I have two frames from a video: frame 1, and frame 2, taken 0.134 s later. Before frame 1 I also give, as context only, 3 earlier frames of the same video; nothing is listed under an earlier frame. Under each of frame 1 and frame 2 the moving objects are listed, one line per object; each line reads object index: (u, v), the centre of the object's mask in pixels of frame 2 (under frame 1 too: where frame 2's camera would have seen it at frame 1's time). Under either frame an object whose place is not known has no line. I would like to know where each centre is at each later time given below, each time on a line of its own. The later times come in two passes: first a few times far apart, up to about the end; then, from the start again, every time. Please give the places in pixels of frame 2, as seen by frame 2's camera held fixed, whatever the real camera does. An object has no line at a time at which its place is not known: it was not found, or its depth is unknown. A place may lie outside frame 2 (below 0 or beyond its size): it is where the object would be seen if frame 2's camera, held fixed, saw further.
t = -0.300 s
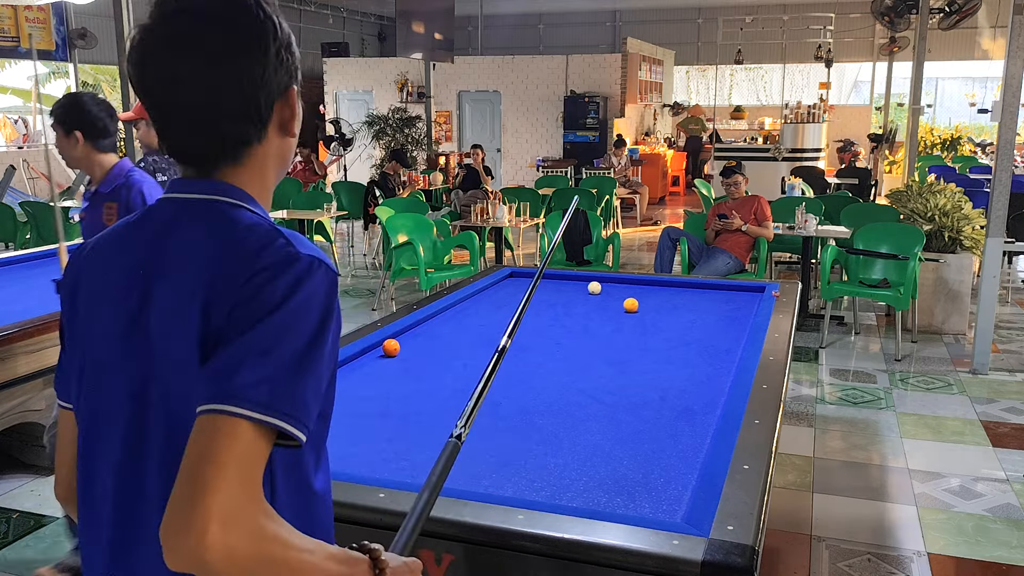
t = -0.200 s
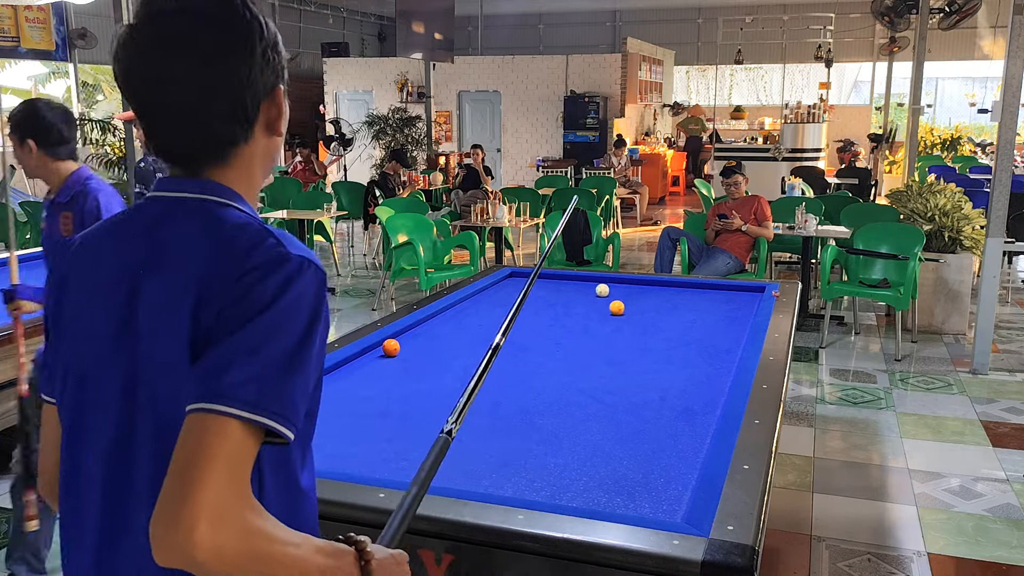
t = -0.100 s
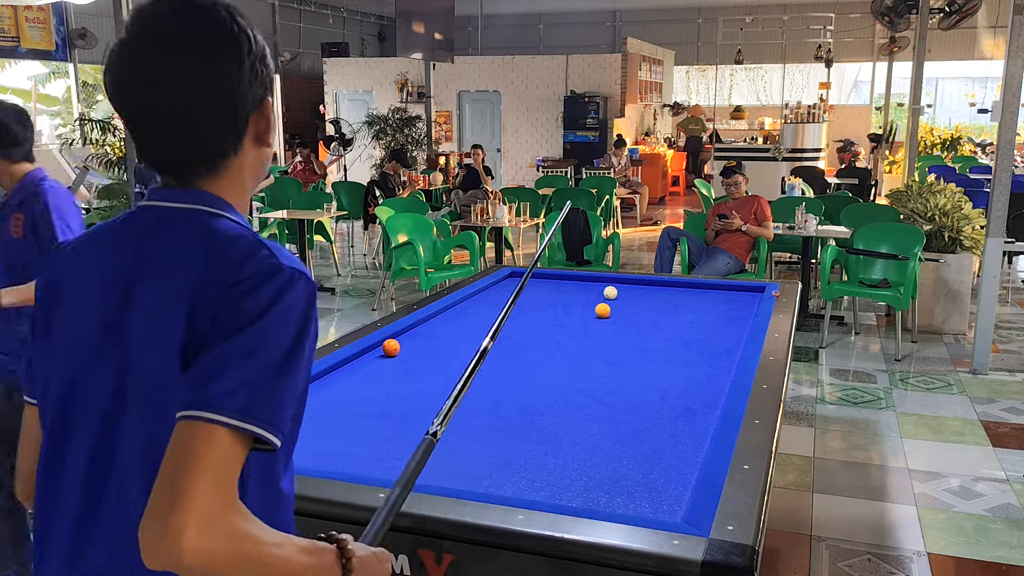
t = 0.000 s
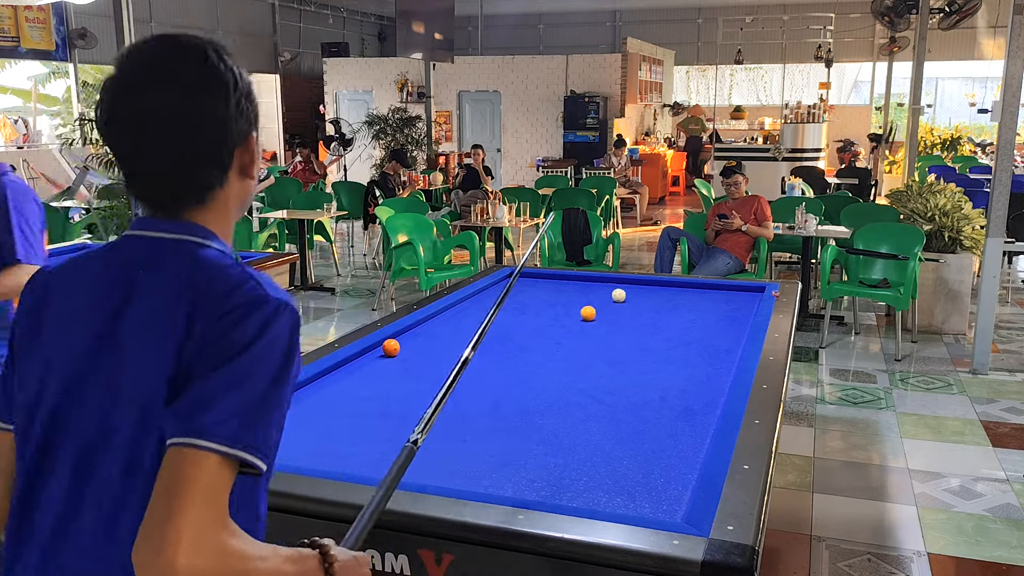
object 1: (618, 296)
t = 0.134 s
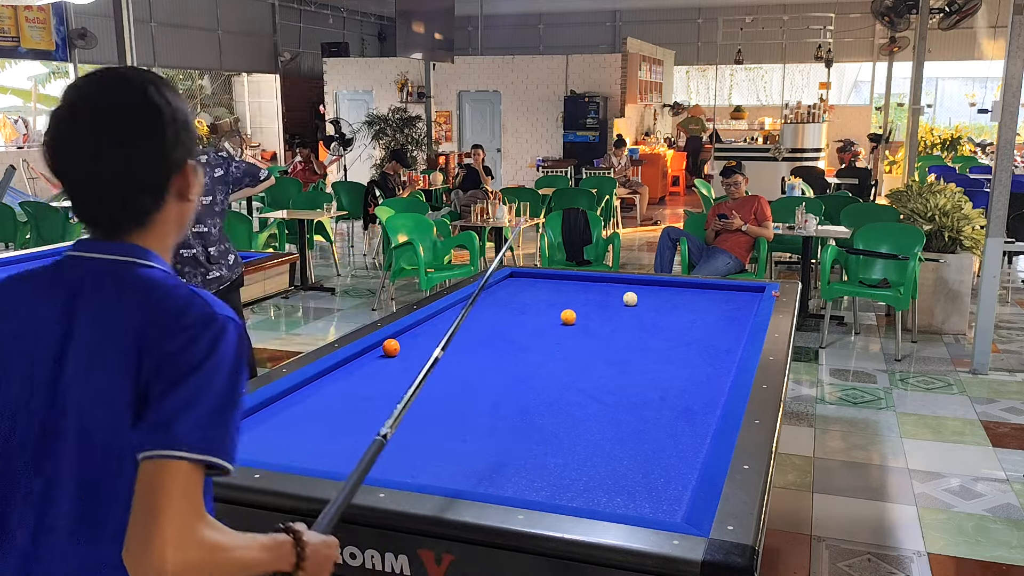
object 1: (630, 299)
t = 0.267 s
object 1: (641, 303)
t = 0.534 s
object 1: (666, 310)
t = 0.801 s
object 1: (691, 318)
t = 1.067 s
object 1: (719, 326)
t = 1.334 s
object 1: (739, 334)
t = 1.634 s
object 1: (716, 340)
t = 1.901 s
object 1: (695, 344)
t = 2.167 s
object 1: (674, 349)
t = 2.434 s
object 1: (653, 354)
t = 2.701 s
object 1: (633, 359)
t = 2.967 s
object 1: (612, 364)
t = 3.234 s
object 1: (590, 369)
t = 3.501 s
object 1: (569, 374)
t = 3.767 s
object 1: (548, 379)
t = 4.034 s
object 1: (527, 384)
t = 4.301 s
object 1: (506, 388)
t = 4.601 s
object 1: (482, 394)
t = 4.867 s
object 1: (461, 398)
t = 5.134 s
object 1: (440, 403)
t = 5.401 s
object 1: (420, 407)
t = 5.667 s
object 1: (400, 412)
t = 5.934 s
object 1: (380, 416)
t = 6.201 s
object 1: (361, 420)
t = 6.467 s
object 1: (343, 424)
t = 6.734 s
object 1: (325, 428)
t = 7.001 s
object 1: (307, 432)
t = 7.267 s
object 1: (291, 436)
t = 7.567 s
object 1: (274, 440)
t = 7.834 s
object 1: (259, 443)
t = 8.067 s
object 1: (246, 446)
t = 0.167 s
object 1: (633, 300)
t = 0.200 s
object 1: (636, 301)
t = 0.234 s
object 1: (639, 302)
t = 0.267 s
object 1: (641, 303)
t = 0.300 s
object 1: (644, 304)
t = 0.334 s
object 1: (647, 305)
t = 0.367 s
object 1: (650, 305)
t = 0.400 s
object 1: (654, 306)
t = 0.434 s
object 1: (656, 307)
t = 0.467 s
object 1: (660, 308)
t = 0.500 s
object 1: (663, 309)
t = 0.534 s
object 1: (666, 310)
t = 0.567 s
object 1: (669, 311)
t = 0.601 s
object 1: (672, 312)
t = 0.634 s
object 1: (675, 313)
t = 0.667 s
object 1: (679, 314)
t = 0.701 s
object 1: (682, 315)
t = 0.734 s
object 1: (685, 316)
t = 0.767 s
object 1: (688, 317)
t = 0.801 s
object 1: (691, 318)
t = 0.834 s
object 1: (695, 319)
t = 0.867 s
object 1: (698, 320)
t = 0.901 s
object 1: (702, 321)
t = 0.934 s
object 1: (705, 322)
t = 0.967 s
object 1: (708, 323)
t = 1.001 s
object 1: (712, 324)
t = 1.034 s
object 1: (715, 325)
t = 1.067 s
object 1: (719, 326)
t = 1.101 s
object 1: (722, 327)
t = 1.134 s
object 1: (726, 328)
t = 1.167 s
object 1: (729, 330)
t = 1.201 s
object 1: (733, 330)
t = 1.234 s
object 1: (736, 332)
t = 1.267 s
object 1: (740, 333)
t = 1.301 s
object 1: (742, 334)
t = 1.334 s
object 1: (739, 334)
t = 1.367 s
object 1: (736, 335)
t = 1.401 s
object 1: (734, 336)
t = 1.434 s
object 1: (731, 336)
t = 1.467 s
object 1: (729, 337)
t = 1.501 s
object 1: (726, 337)
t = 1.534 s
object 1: (724, 338)
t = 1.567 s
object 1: (721, 339)
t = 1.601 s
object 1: (719, 339)
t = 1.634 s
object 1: (716, 340)
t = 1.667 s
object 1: (713, 340)
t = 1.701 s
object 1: (711, 341)
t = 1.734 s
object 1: (708, 341)
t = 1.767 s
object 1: (706, 342)
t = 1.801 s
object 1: (703, 343)
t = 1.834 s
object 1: (700, 343)
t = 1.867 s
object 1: (698, 344)
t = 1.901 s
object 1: (695, 344)
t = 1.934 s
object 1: (693, 345)
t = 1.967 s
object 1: (690, 346)
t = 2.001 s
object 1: (687, 346)
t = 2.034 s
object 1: (685, 347)
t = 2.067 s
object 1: (682, 347)
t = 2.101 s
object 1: (680, 348)
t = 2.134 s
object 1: (677, 349)
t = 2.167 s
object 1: (674, 349)
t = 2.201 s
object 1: (672, 350)
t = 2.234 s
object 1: (669, 351)
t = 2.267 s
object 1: (667, 351)
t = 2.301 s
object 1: (664, 352)
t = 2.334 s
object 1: (661, 352)
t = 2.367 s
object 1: (659, 353)
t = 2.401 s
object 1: (656, 353)
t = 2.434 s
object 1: (653, 354)
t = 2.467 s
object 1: (651, 355)
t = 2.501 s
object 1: (648, 355)
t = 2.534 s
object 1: (646, 356)
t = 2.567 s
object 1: (643, 357)
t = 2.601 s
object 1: (640, 357)
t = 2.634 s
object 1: (638, 358)
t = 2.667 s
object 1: (635, 358)
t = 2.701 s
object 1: (633, 359)
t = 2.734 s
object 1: (630, 360)
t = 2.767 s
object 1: (627, 360)
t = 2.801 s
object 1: (625, 361)
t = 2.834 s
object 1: (622, 361)
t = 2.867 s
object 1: (619, 362)
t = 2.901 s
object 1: (617, 363)
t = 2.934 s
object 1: (614, 363)
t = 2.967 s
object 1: (612, 364)
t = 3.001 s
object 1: (609, 364)
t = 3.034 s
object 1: (606, 365)
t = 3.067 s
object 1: (604, 366)
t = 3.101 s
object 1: (601, 366)
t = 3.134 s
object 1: (598, 367)
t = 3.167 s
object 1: (596, 368)
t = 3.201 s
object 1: (593, 368)
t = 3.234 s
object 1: (590, 369)
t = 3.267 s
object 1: (588, 369)
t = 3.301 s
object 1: (585, 370)
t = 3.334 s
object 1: (582, 371)
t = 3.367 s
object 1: (580, 372)
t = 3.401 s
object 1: (577, 372)
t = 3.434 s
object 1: (575, 373)
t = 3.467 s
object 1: (572, 373)
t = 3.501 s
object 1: (569, 374)
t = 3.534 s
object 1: (567, 374)
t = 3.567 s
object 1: (564, 375)
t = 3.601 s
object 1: (561, 376)
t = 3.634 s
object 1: (559, 376)
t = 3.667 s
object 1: (556, 377)
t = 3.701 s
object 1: (553, 377)
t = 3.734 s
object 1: (551, 378)
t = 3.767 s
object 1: (548, 379)
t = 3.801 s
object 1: (545, 379)
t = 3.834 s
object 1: (543, 380)
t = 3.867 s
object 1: (540, 381)
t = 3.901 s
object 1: (537, 381)
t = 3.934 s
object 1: (535, 382)
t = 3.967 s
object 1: (532, 382)
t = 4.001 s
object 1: (530, 382)
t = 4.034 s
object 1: (527, 384)
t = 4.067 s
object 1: (524, 384)
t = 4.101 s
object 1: (522, 385)
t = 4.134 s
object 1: (519, 385)
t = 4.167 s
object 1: (516, 386)
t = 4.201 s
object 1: (514, 386)
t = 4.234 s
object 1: (511, 387)
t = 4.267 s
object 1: (508, 388)
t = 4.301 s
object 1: (506, 388)
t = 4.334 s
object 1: (503, 389)
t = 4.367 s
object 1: (500, 390)
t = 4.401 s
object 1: (498, 390)
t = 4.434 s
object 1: (495, 391)
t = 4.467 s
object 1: (492, 392)
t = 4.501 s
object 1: (490, 392)
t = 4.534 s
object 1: (487, 393)
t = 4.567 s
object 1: (484, 393)
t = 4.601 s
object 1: (482, 394)
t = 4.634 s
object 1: (479, 394)
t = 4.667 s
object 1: (476, 395)
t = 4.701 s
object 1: (474, 396)
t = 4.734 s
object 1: (471, 396)
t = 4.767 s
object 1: (469, 397)
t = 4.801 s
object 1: (466, 397)
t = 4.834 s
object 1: (464, 398)
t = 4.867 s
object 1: (461, 398)
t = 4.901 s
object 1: (458, 399)
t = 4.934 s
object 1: (456, 400)
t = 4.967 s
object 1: (454, 400)
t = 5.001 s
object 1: (451, 401)
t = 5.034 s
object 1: (448, 401)
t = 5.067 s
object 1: (446, 402)
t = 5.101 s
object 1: (443, 402)
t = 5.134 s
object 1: (440, 403)
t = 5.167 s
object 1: (438, 403)
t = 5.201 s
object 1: (435, 404)
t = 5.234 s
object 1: (433, 405)
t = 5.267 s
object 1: (430, 405)
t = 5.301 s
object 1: (428, 406)
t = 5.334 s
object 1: (425, 406)
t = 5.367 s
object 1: (423, 406)
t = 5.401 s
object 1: (420, 407)
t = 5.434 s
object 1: (418, 408)
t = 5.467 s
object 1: (415, 408)
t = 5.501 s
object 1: (413, 409)
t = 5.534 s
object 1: (410, 409)
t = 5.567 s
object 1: (408, 410)
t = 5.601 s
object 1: (405, 410)
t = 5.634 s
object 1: (403, 411)
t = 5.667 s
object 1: (400, 412)
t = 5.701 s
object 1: (397, 412)
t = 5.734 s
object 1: (395, 413)
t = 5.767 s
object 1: (393, 413)
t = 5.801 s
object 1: (390, 413)
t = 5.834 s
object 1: (388, 414)
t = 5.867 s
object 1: (385, 415)
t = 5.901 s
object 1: (383, 415)
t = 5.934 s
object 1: (380, 416)
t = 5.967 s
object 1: (378, 416)
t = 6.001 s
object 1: (376, 417)
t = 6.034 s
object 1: (373, 417)
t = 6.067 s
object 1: (371, 418)
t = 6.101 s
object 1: (369, 418)
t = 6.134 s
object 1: (366, 419)
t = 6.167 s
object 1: (364, 419)
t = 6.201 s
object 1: (361, 420)
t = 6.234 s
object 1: (359, 421)
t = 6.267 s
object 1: (357, 421)
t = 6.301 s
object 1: (354, 421)
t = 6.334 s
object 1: (352, 422)
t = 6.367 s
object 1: (350, 422)
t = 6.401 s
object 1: (348, 423)
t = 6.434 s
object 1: (345, 424)
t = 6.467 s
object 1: (343, 424)
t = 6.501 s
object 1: (340, 424)
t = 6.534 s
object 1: (338, 425)
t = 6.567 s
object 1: (336, 425)
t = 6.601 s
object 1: (334, 426)
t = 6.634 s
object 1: (331, 427)
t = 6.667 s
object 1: (329, 427)
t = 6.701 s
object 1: (327, 428)
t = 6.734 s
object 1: (325, 428)
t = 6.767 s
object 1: (323, 428)
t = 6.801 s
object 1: (320, 429)
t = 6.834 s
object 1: (318, 430)
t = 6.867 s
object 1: (316, 430)
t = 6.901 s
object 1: (314, 430)
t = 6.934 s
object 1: (312, 431)
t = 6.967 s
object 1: (309, 431)
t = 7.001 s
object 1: (307, 432)
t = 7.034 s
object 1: (305, 432)
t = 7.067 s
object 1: (303, 433)
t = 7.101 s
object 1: (301, 433)
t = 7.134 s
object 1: (299, 434)
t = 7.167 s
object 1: (297, 434)
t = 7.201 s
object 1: (295, 435)
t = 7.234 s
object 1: (293, 435)
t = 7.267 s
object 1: (291, 436)
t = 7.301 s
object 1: (289, 436)
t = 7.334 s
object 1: (287, 436)
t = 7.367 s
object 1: (285, 437)
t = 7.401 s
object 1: (283, 438)
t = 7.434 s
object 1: (282, 438)
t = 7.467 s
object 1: (280, 438)
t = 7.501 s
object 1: (277, 439)
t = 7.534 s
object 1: (275, 439)
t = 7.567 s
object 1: (274, 440)
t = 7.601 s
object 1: (272, 440)
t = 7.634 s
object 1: (270, 440)
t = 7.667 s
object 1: (268, 441)
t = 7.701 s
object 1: (266, 441)
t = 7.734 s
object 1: (264, 442)
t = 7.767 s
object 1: (262, 442)
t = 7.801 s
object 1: (261, 443)
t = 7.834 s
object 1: (259, 443)
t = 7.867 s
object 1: (257, 444)
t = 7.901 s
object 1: (255, 444)
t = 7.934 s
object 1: (253, 444)
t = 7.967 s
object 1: (251, 445)
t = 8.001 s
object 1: (250, 445)
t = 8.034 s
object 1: (248, 445)
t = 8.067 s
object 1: (246, 446)
